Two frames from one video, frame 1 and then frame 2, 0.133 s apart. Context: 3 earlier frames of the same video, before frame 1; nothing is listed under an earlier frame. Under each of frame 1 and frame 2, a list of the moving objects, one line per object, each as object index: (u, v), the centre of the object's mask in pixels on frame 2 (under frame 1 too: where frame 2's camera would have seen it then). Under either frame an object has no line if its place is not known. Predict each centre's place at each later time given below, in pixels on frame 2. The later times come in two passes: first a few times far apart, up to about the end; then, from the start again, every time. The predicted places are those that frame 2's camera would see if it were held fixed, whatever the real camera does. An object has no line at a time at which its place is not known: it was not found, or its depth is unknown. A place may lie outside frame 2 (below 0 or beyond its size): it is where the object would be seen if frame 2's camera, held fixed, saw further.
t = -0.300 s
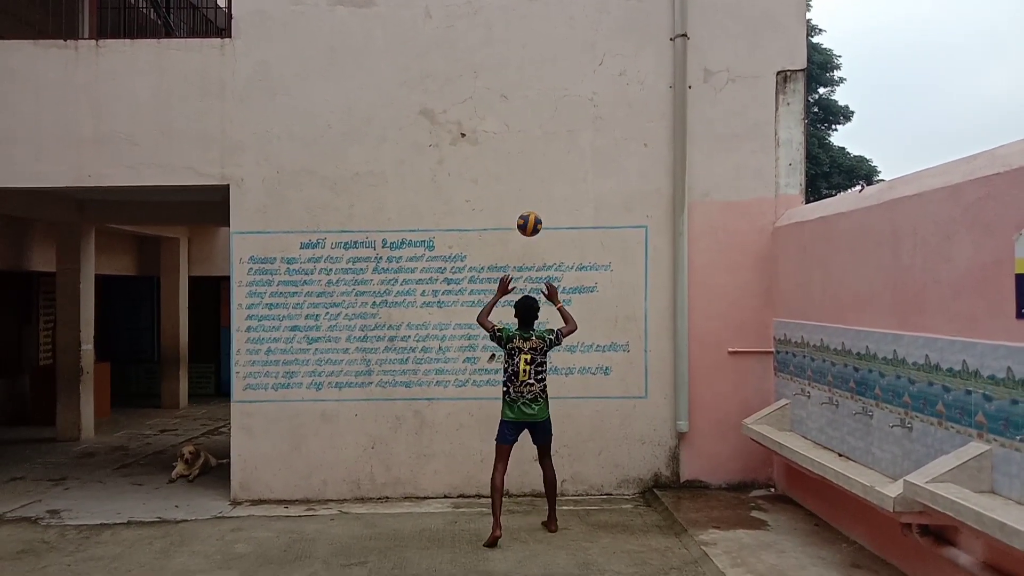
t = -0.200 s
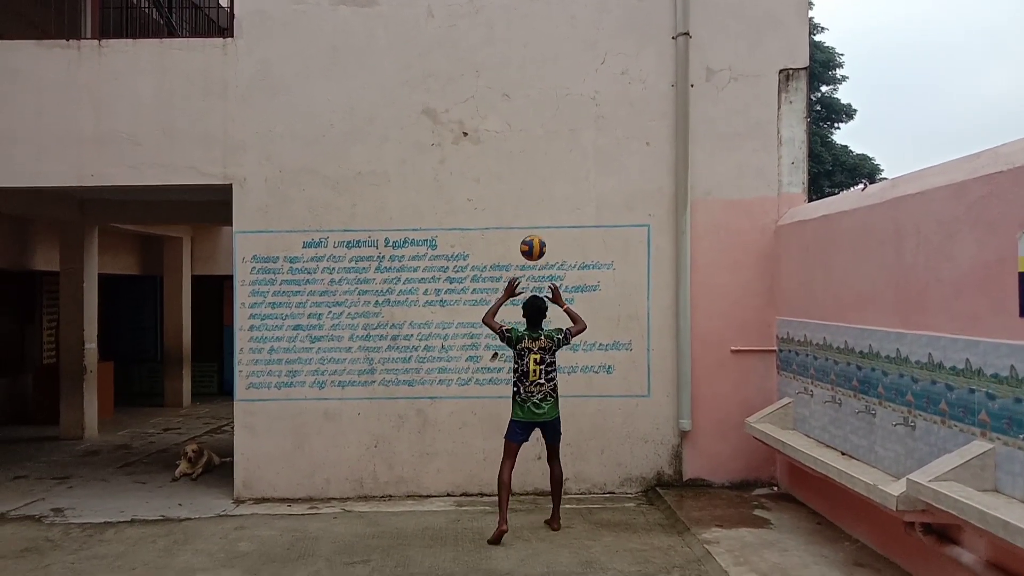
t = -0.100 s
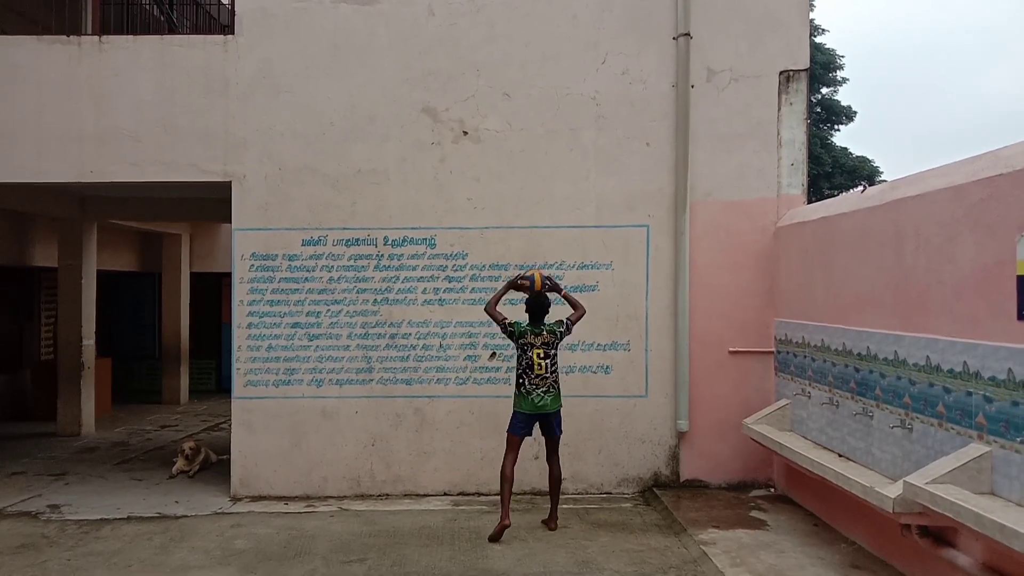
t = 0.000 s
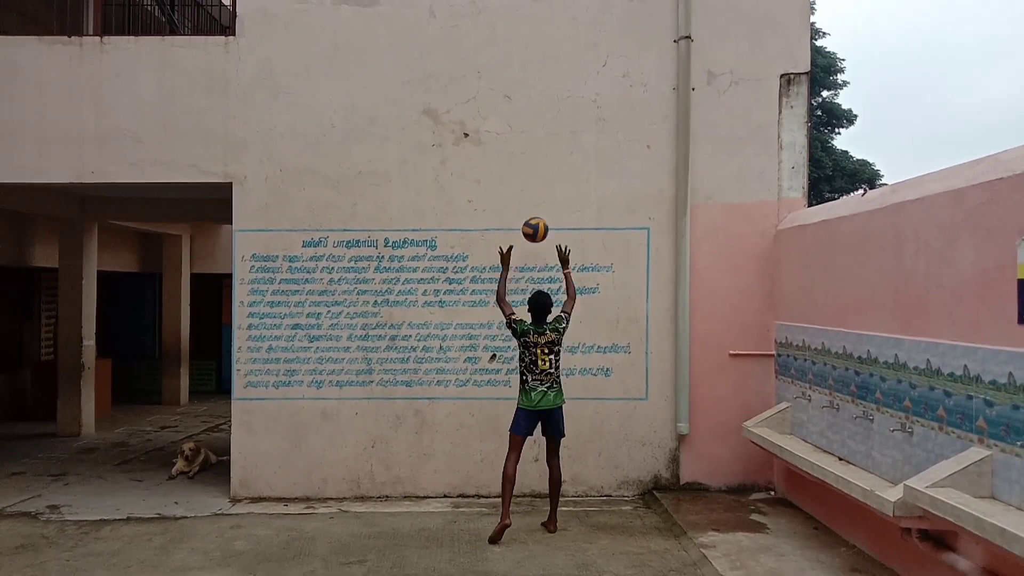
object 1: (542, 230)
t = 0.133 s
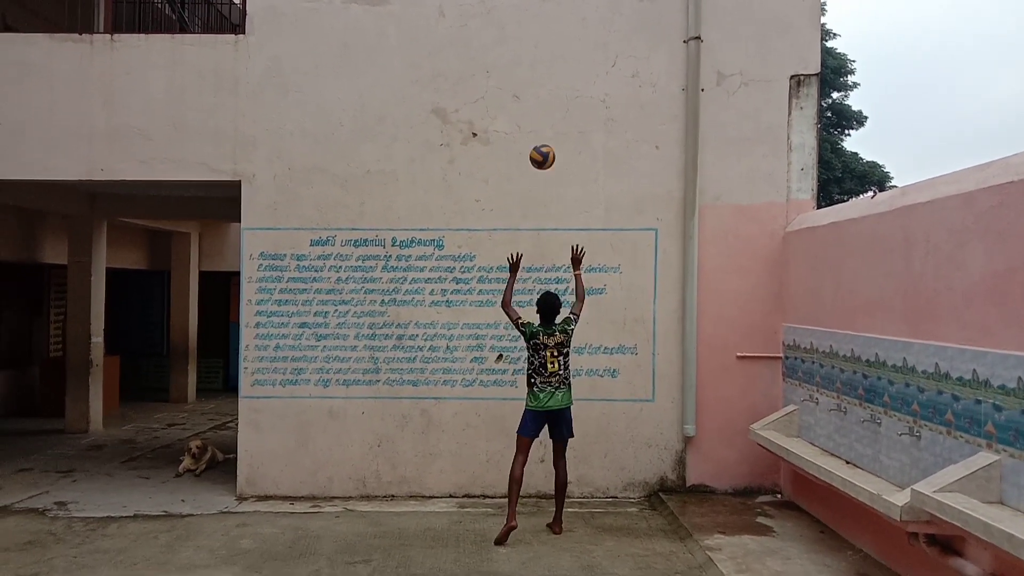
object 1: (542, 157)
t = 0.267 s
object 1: (541, 110)
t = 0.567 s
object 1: (540, 81)
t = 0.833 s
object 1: (539, 136)
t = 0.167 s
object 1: (542, 143)
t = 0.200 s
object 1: (542, 130)
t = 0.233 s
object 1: (541, 119)
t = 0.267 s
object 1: (541, 110)
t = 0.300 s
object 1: (541, 102)
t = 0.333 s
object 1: (540, 96)
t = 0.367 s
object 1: (540, 91)
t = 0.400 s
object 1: (540, 87)
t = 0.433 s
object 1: (540, 84)
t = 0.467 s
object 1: (540, 82)
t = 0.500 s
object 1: (539, 80)
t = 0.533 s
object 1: (540, 80)
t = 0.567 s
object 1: (540, 81)
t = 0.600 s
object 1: (540, 82)
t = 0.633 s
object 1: (540, 86)
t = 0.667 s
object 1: (540, 91)
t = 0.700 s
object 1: (540, 97)
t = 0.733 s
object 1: (539, 104)
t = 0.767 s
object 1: (539, 113)
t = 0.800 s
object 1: (539, 124)
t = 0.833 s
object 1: (539, 136)
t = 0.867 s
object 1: (539, 150)
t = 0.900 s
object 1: (539, 165)
